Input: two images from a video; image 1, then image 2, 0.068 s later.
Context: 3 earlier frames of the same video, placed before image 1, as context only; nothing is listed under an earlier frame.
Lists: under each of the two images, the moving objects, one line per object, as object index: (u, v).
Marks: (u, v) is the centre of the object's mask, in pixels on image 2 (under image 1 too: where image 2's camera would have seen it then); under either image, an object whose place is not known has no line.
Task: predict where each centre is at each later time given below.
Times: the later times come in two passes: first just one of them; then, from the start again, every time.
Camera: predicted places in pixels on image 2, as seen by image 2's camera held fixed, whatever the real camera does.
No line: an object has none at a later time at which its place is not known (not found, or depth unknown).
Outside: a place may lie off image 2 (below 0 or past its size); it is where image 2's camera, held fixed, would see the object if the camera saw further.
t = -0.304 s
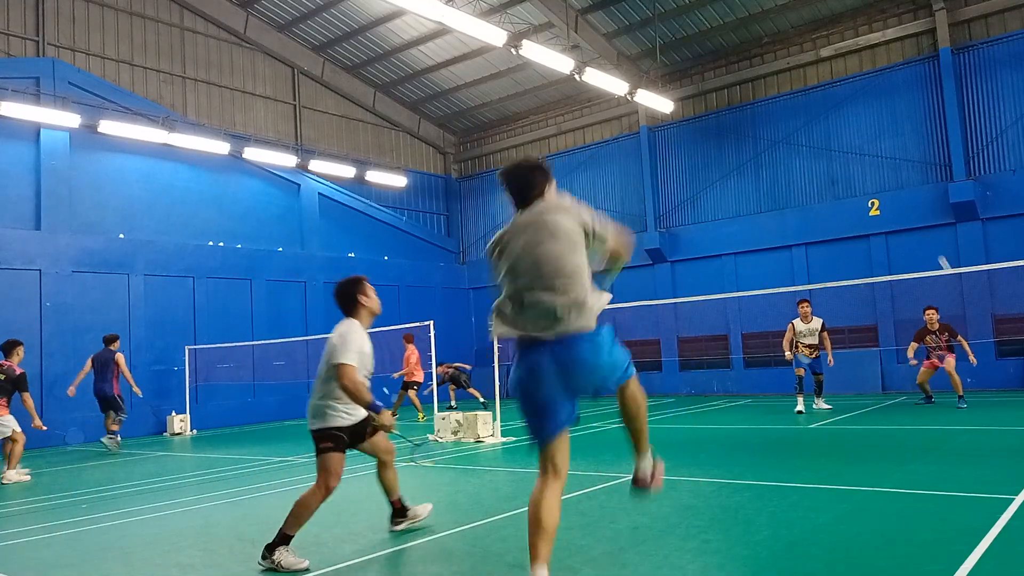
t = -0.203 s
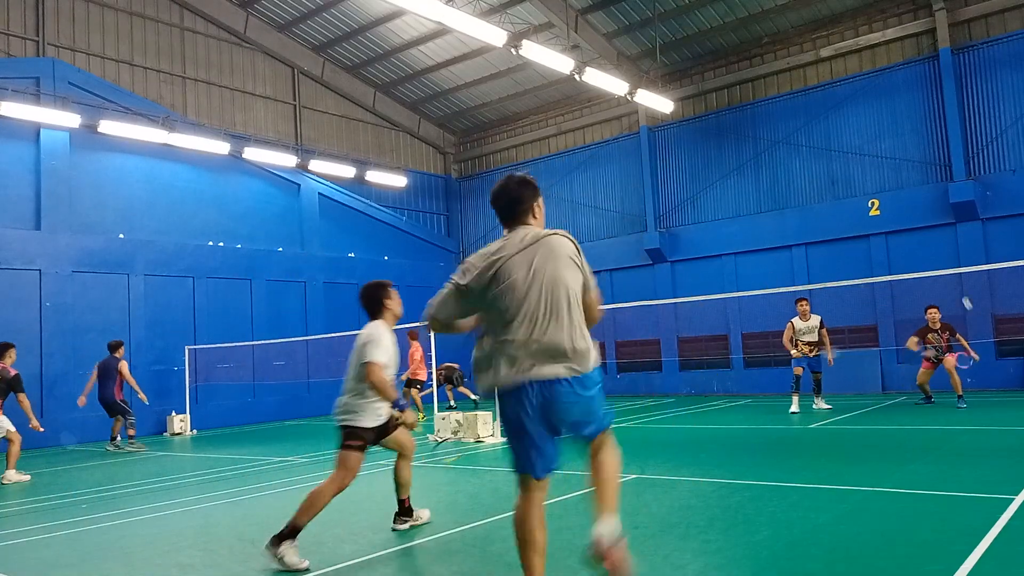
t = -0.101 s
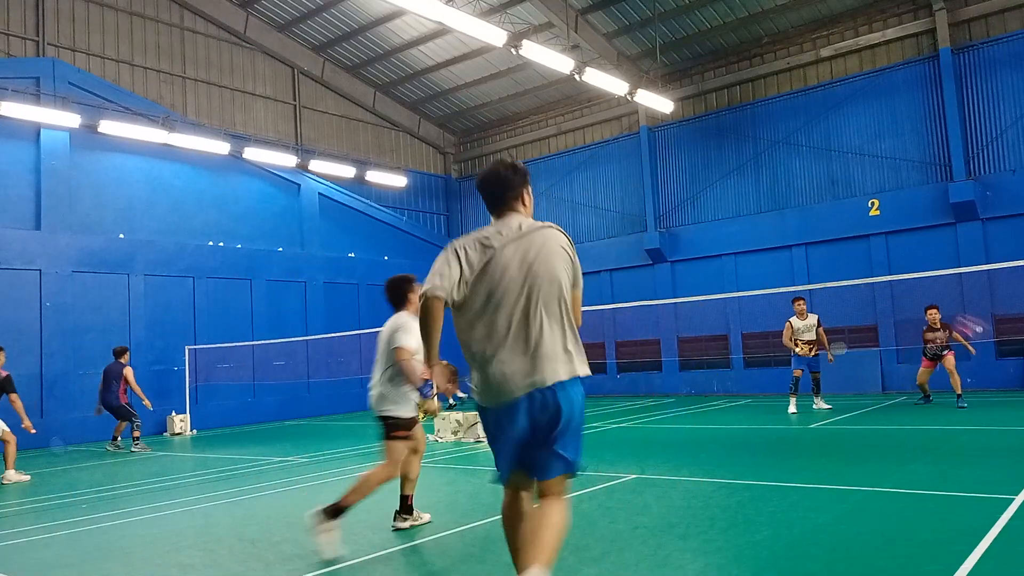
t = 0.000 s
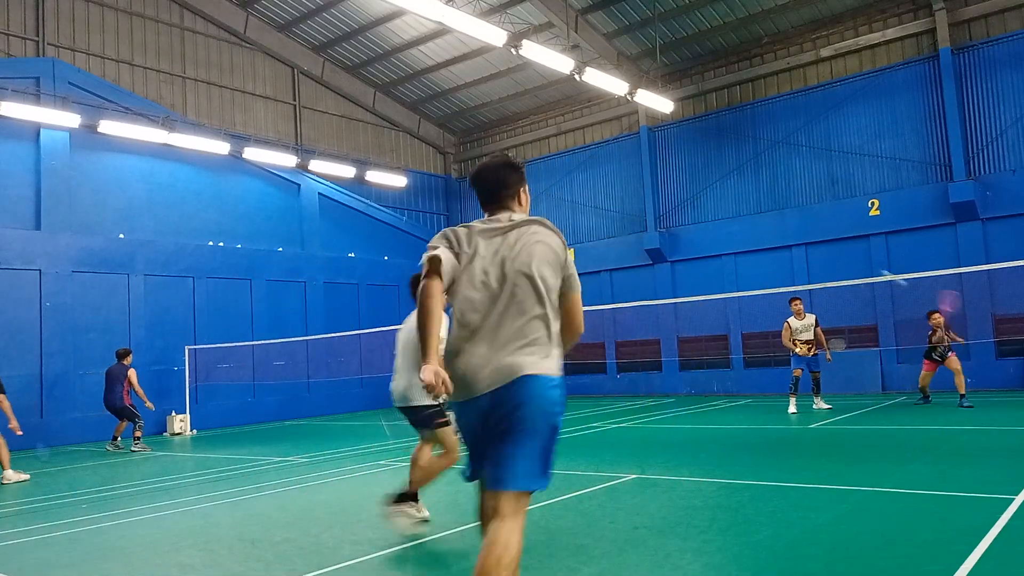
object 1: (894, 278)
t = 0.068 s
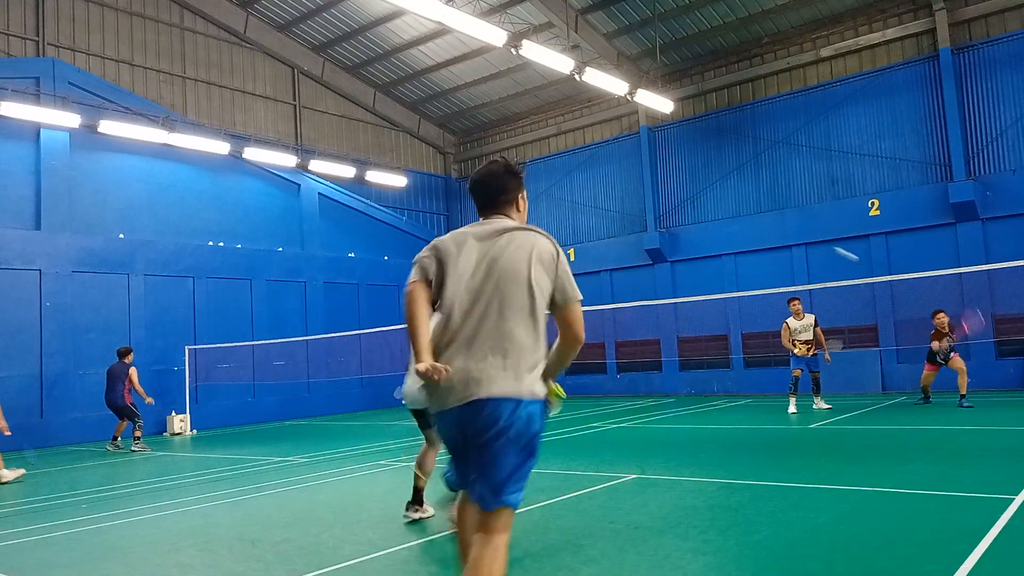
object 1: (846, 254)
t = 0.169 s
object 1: (781, 227)
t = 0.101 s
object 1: (824, 243)
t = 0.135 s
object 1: (802, 234)
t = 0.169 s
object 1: (781, 227)
